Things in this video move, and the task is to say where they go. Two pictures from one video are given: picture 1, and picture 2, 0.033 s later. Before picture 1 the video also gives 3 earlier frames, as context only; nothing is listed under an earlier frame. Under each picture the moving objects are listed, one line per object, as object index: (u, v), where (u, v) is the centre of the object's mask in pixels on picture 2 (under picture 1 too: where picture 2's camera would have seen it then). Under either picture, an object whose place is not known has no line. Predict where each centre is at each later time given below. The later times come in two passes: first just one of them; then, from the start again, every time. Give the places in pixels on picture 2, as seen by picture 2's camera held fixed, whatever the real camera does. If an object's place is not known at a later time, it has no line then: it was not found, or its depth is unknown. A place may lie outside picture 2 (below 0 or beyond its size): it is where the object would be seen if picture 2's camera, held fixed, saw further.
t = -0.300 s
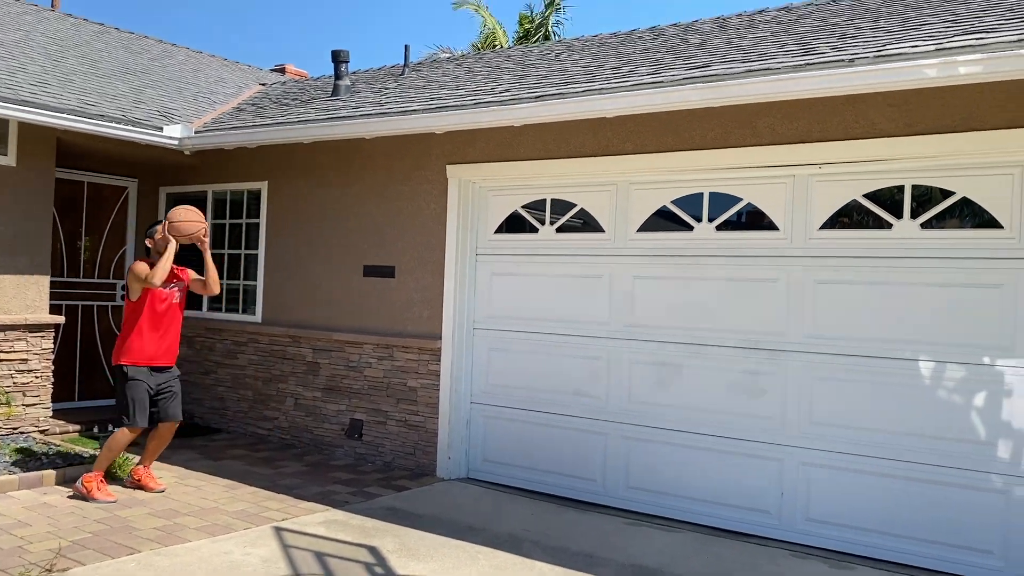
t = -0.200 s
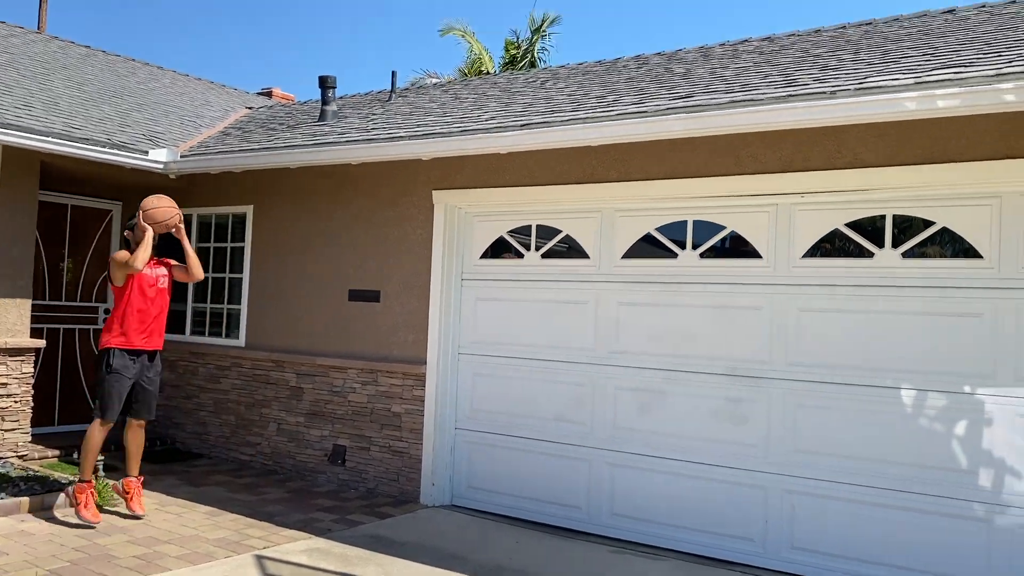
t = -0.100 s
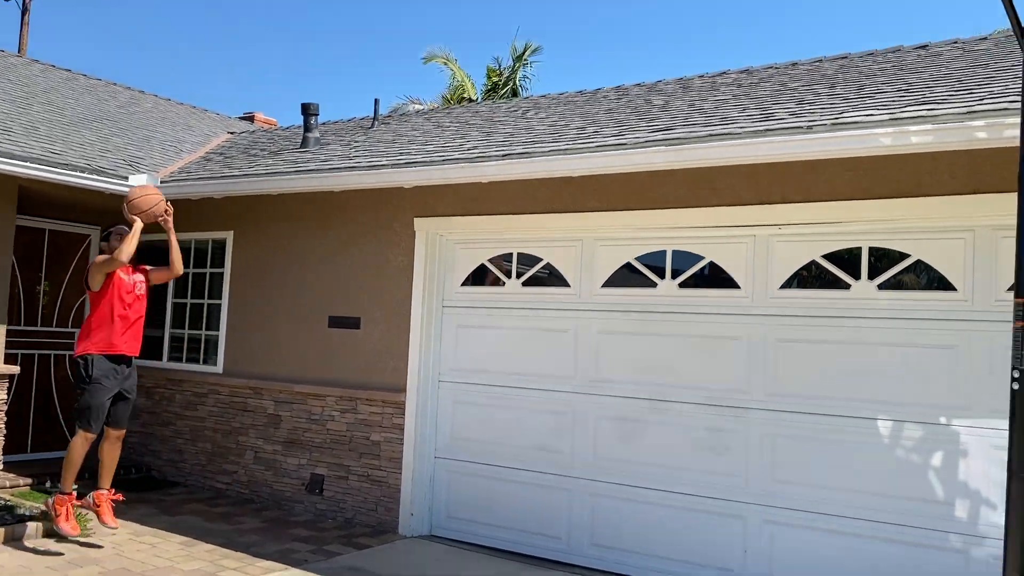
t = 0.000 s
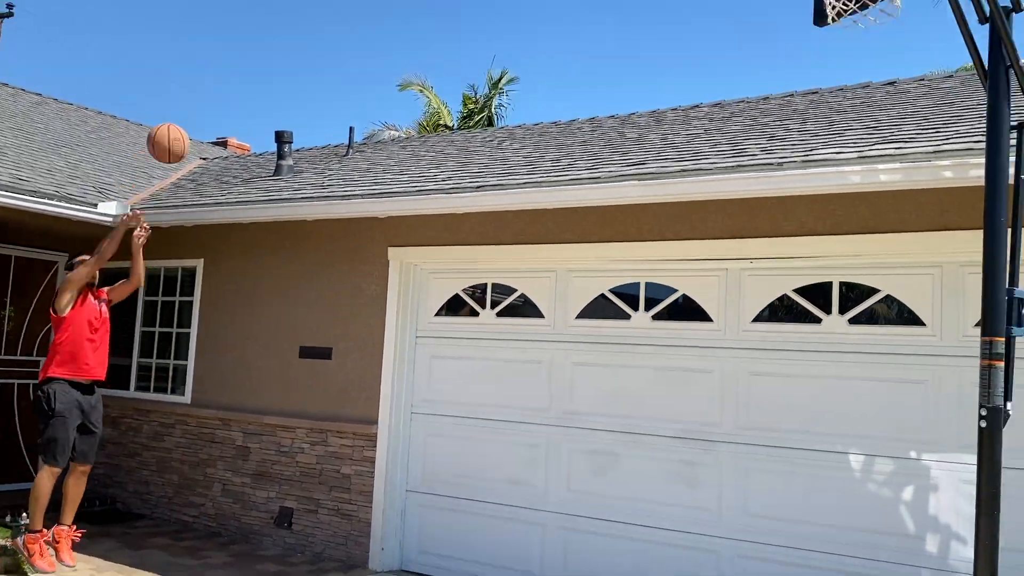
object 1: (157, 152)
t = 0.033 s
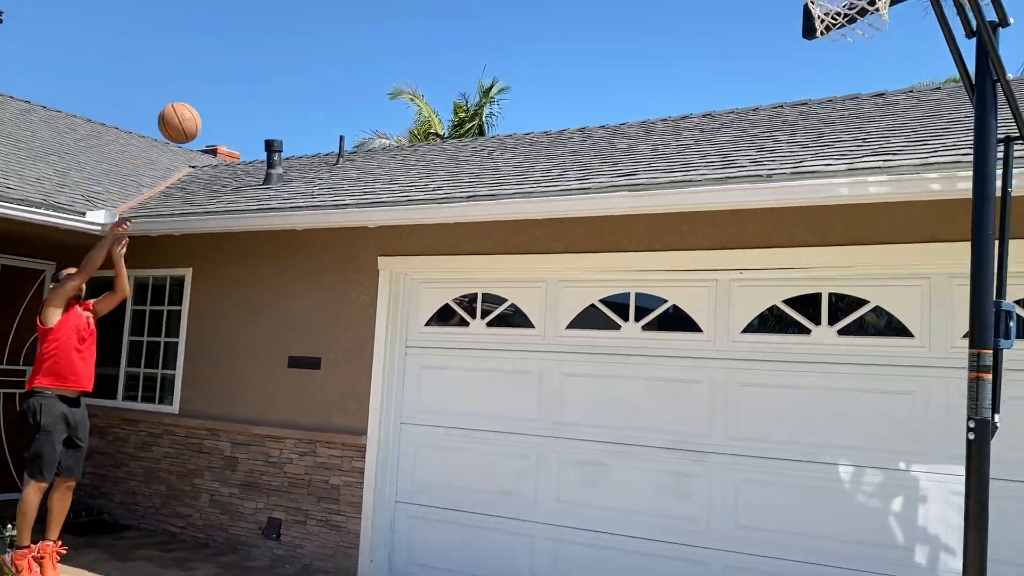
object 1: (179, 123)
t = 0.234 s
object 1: (318, -22)
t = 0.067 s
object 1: (201, 96)
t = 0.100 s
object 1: (224, 70)
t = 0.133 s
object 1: (247, 45)
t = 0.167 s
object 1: (270, 21)
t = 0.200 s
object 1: (294, -1)
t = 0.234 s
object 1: (318, -22)
